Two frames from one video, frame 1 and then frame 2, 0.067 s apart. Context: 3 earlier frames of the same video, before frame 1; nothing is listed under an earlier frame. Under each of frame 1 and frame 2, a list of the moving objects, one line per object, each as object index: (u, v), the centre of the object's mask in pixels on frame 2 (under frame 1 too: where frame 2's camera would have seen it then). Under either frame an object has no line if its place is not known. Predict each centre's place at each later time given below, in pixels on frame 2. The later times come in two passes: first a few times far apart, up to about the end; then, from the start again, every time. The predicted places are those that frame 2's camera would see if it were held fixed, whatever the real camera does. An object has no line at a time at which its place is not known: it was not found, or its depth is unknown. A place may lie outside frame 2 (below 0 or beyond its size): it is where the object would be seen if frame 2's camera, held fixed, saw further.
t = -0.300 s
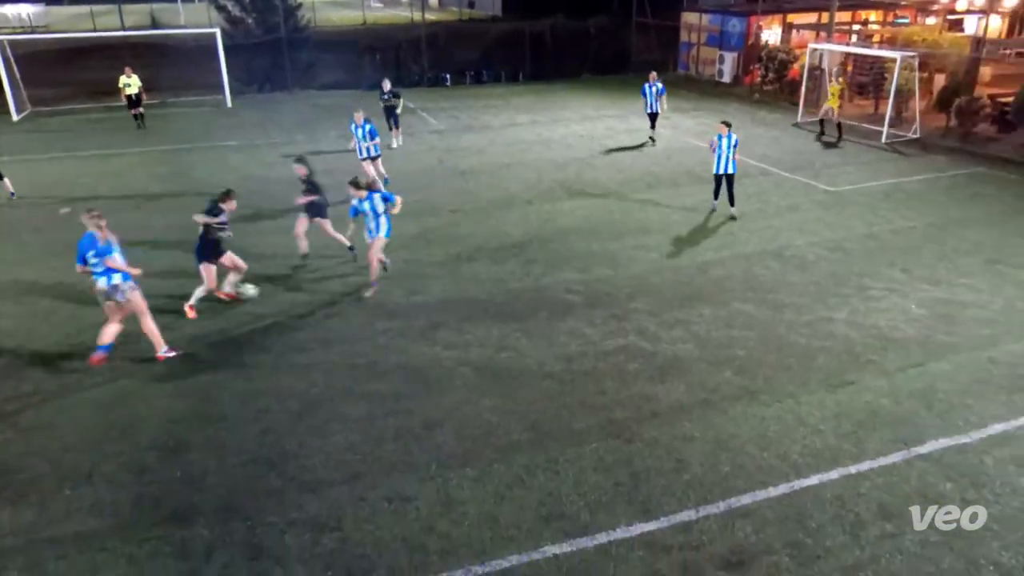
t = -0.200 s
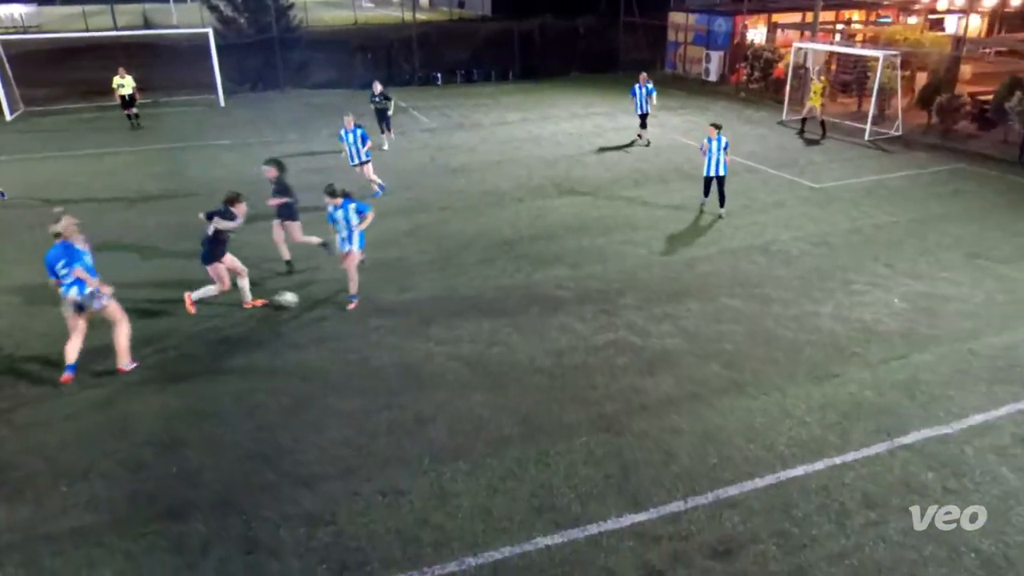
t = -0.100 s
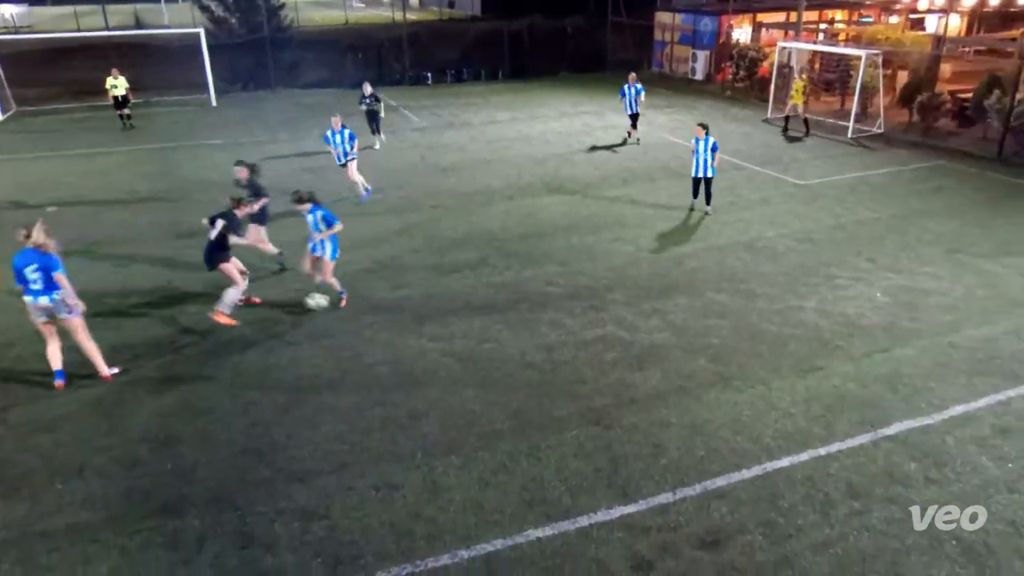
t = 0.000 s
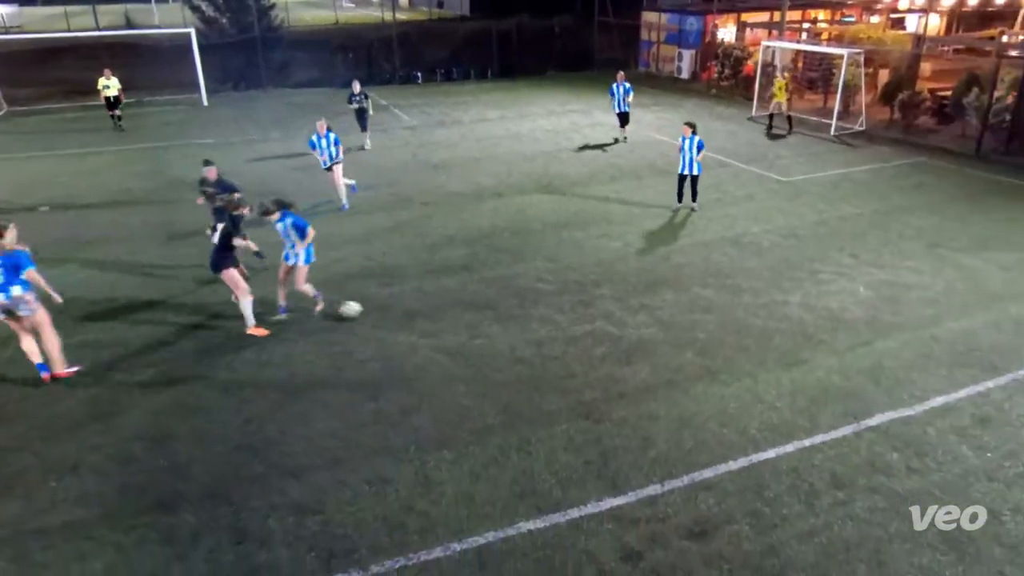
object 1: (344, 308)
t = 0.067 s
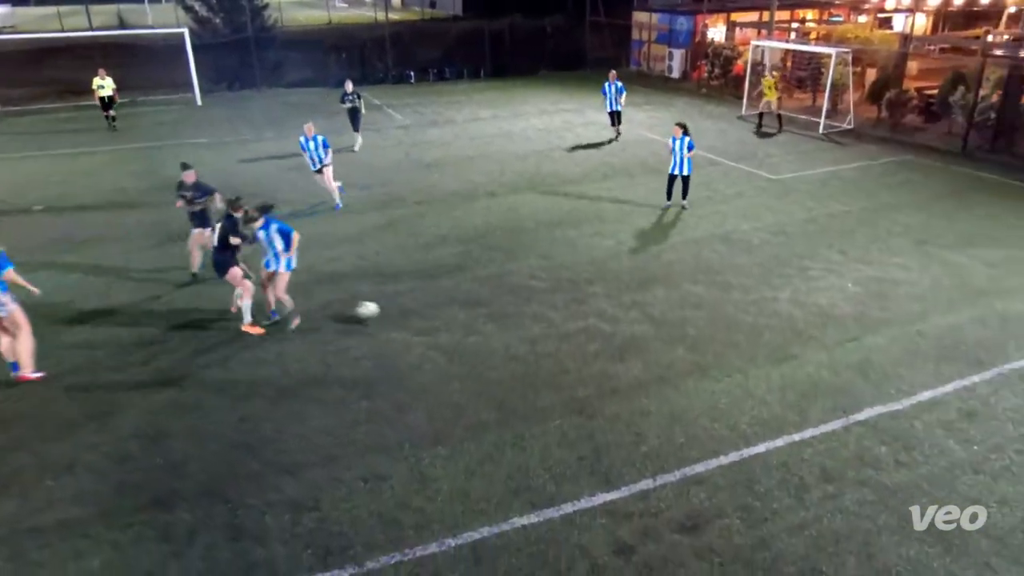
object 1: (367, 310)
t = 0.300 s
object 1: (443, 330)
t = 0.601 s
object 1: (520, 352)
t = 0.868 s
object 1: (589, 371)
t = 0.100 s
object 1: (378, 312)
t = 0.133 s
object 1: (390, 314)
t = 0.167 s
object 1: (401, 319)
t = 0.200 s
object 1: (413, 323)
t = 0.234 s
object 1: (423, 325)
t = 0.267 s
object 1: (433, 327)
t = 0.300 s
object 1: (443, 330)
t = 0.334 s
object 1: (452, 333)
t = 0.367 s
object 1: (461, 335)
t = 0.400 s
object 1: (469, 337)
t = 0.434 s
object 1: (478, 340)
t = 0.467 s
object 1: (486, 342)
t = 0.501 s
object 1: (495, 344)
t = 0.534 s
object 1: (503, 347)
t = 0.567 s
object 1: (512, 349)
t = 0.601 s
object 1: (520, 352)
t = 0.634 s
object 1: (528, 354)
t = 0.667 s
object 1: (537, 356)
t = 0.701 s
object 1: (545, 359)
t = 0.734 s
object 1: (554, 361)
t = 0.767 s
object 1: (563, 364)
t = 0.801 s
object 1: (571, 367)
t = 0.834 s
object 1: (581, 368)
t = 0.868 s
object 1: (589, 371)
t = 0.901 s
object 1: (599, 374)
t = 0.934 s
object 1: (609, 377)
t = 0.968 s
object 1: (618, 380)
